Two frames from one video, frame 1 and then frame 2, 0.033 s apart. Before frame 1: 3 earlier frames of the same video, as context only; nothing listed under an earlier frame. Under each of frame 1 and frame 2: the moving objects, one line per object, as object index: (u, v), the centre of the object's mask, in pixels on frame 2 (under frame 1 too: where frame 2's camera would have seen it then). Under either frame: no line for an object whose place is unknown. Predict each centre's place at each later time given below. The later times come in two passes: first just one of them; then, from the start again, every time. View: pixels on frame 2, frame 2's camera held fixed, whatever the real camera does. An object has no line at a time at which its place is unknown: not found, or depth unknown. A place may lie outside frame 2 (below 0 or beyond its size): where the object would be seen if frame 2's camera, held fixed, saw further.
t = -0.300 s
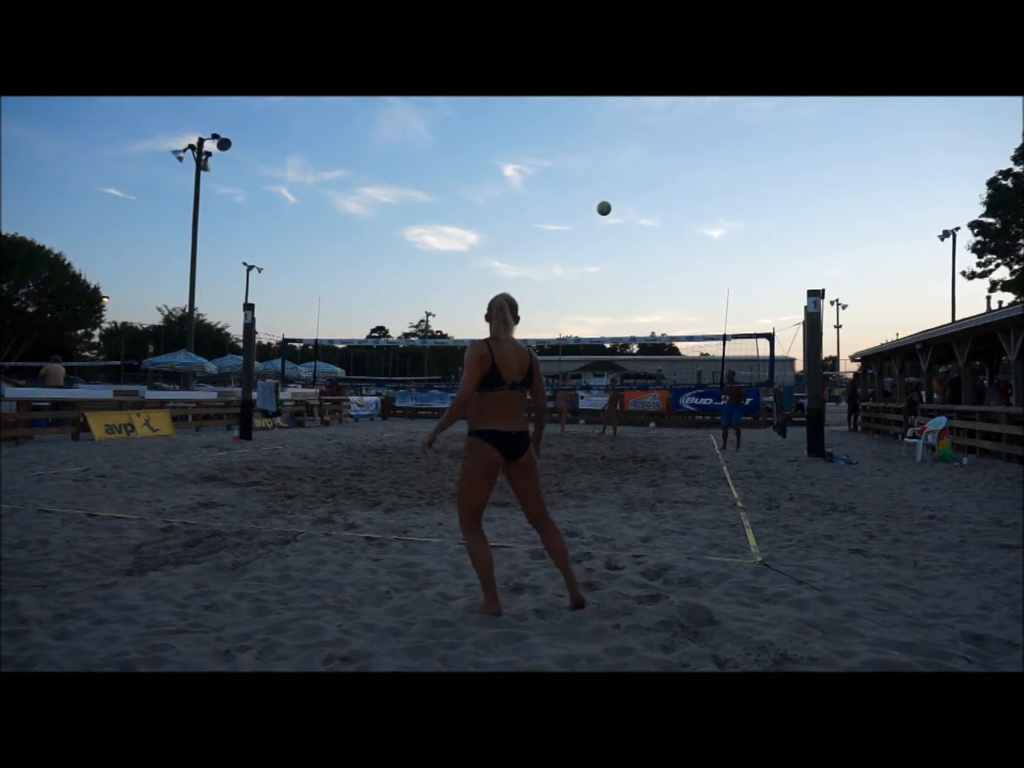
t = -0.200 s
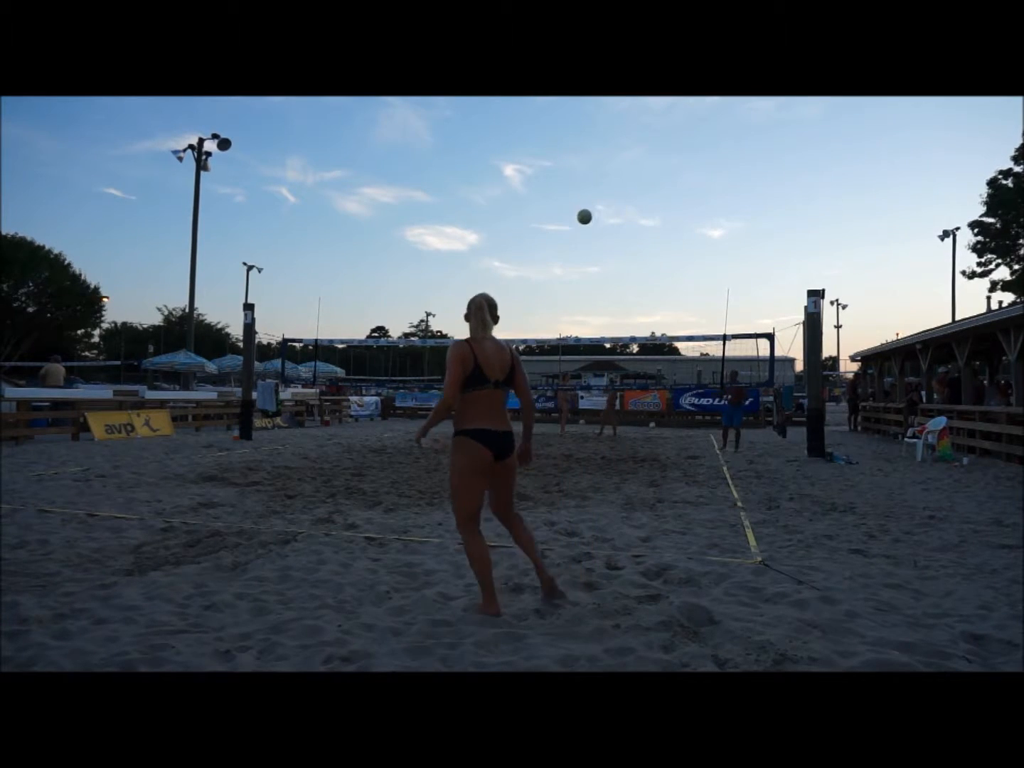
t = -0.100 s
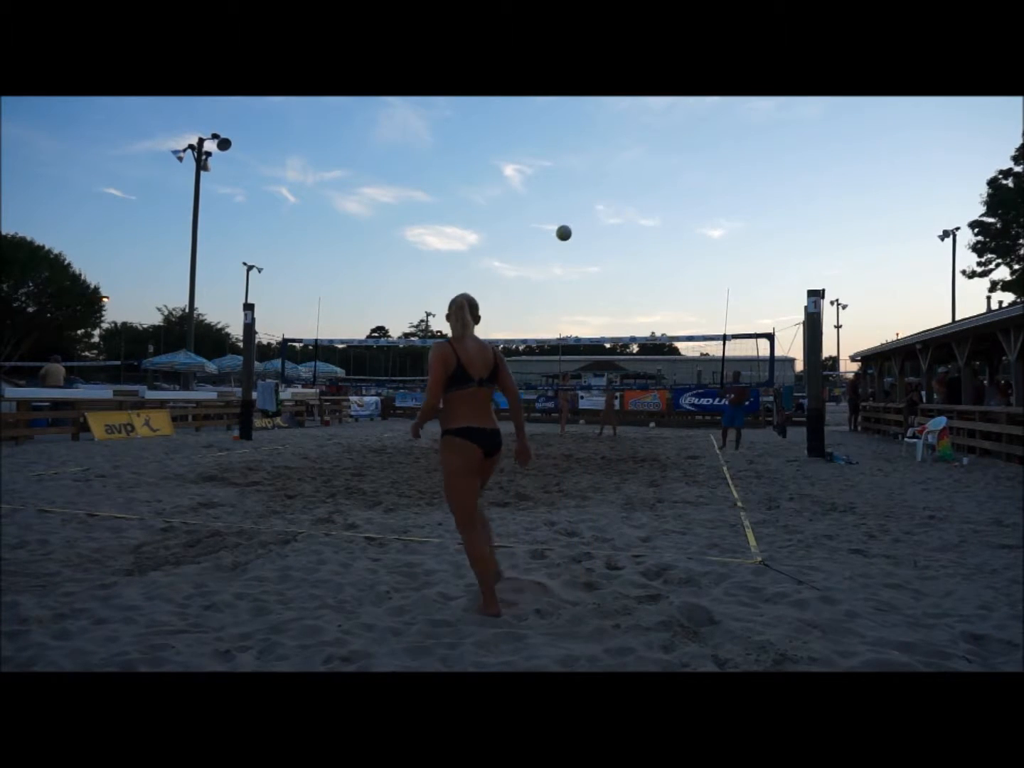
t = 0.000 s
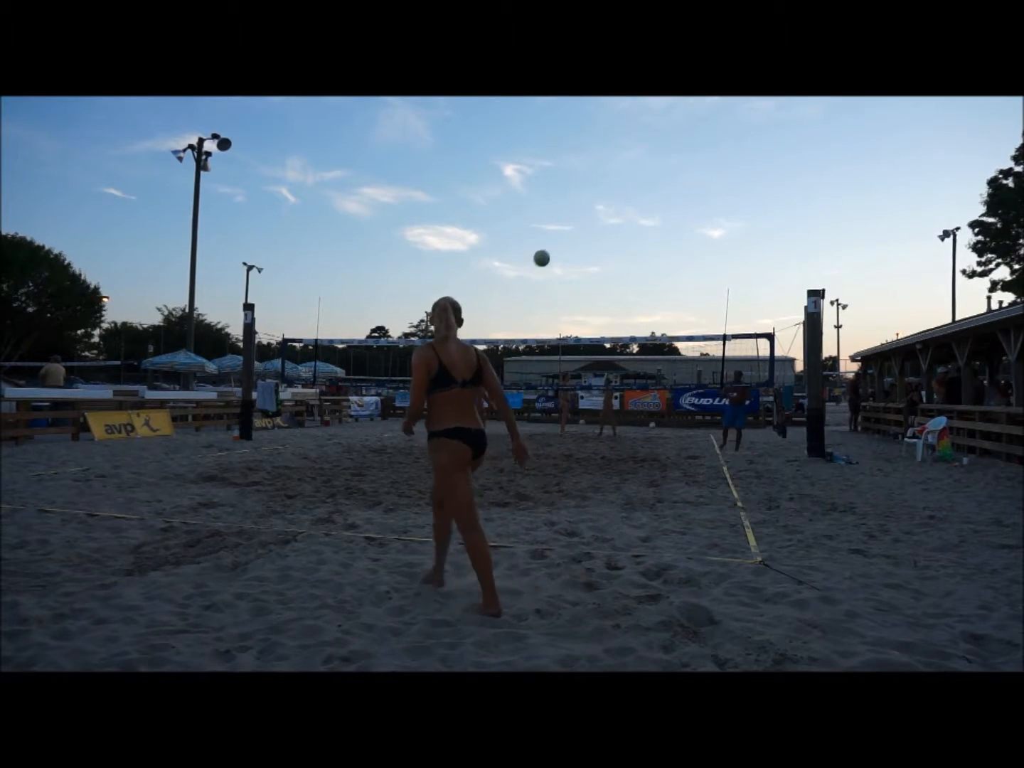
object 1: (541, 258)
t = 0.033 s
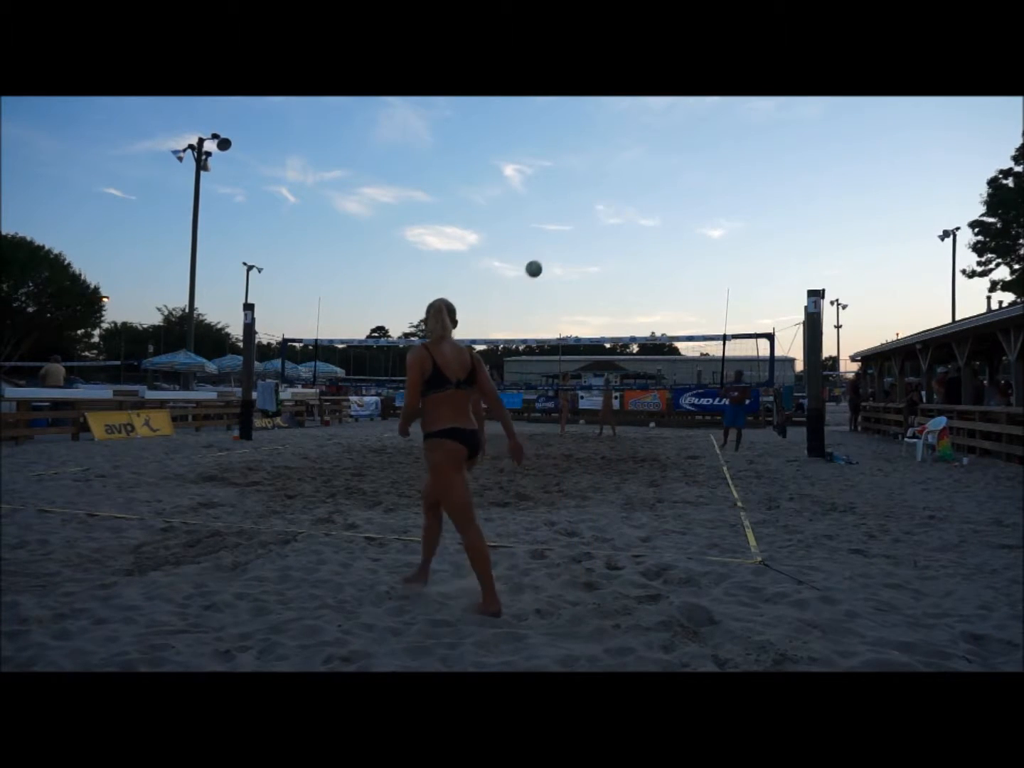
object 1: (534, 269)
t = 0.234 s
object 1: (483, 359)
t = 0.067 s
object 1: (526, 281)
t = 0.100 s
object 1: (518, 294)
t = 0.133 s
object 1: (509, 308)
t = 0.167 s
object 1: (501, 324)
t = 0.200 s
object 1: (492, 341)
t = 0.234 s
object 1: (483, 359)
